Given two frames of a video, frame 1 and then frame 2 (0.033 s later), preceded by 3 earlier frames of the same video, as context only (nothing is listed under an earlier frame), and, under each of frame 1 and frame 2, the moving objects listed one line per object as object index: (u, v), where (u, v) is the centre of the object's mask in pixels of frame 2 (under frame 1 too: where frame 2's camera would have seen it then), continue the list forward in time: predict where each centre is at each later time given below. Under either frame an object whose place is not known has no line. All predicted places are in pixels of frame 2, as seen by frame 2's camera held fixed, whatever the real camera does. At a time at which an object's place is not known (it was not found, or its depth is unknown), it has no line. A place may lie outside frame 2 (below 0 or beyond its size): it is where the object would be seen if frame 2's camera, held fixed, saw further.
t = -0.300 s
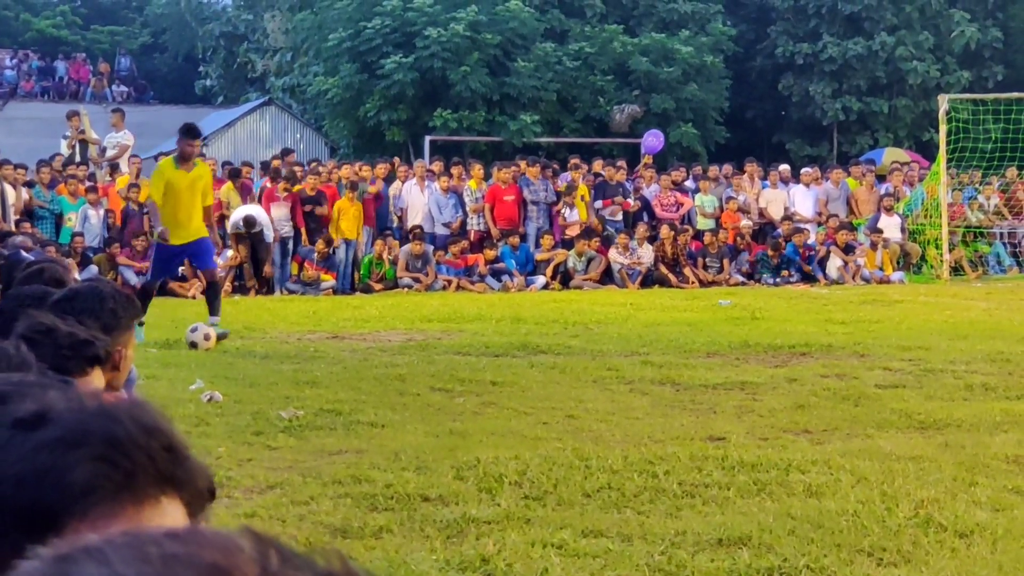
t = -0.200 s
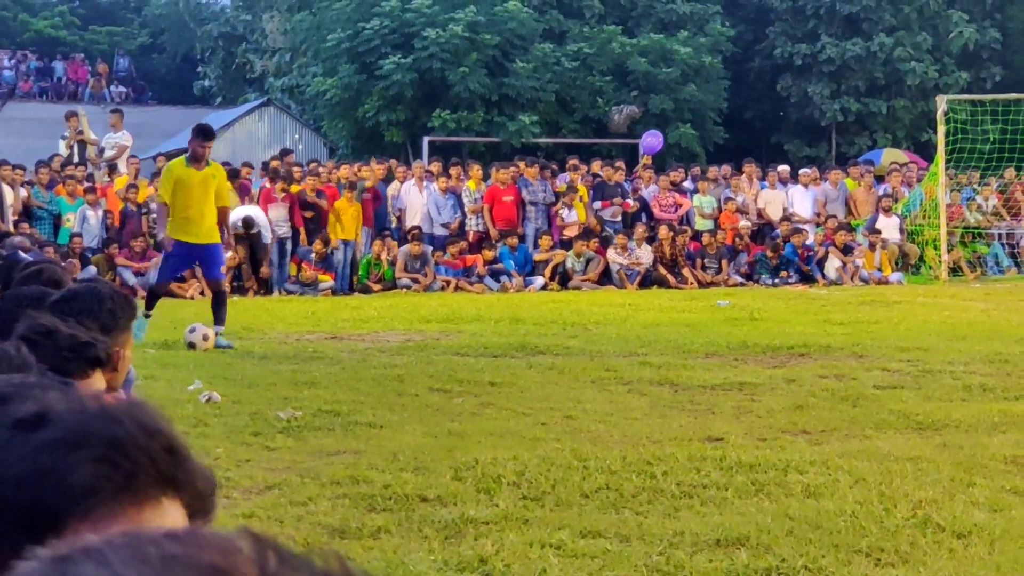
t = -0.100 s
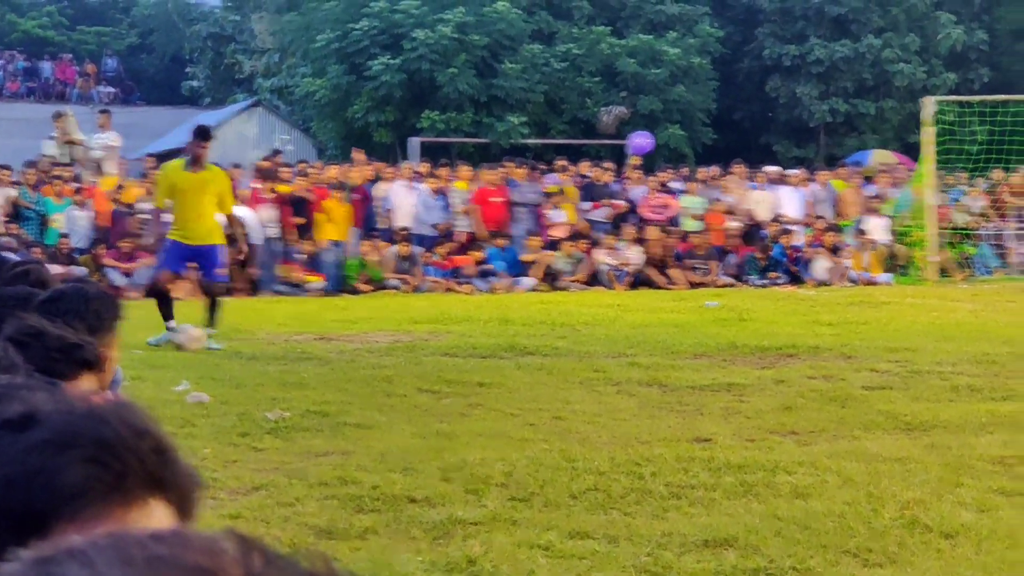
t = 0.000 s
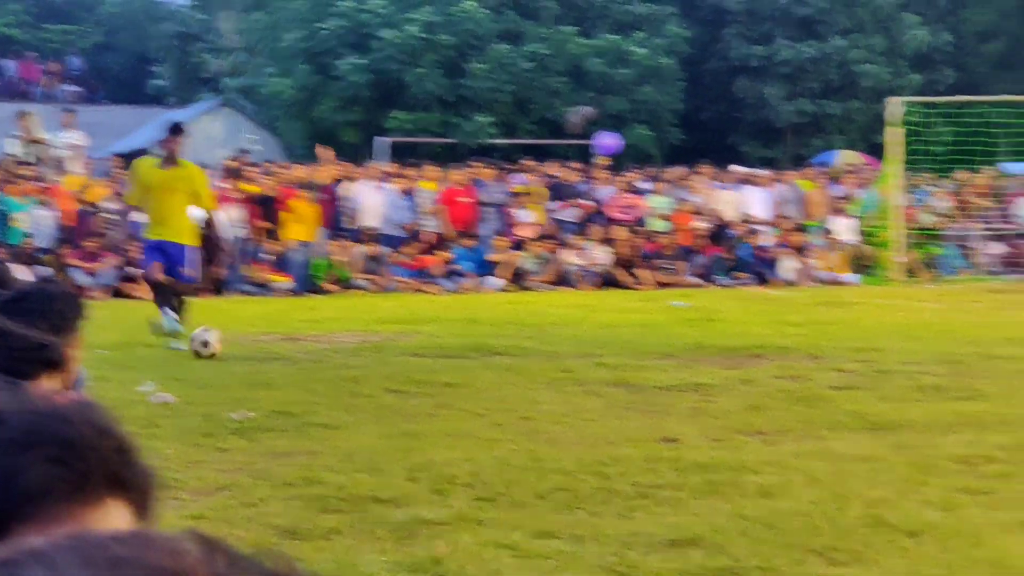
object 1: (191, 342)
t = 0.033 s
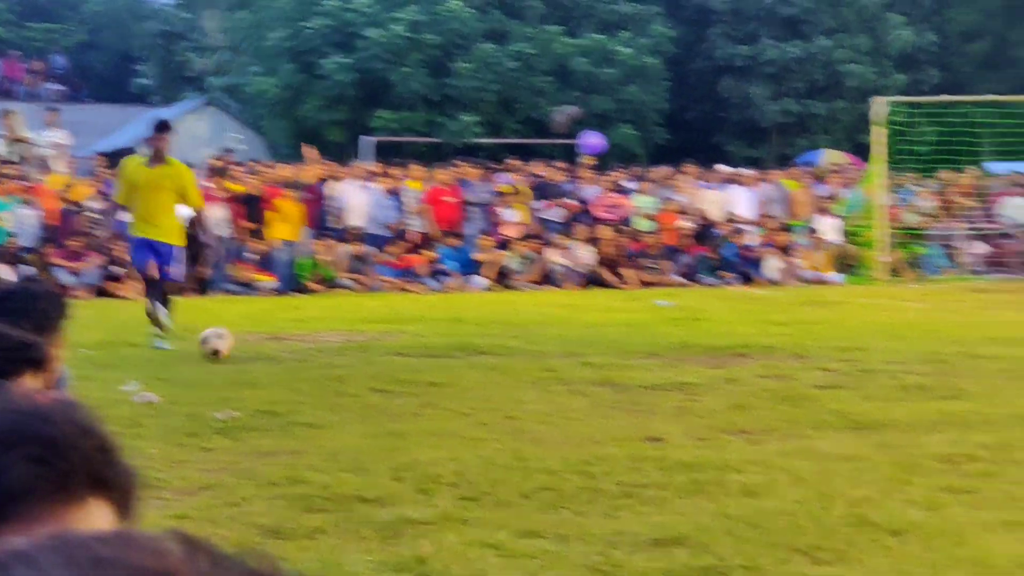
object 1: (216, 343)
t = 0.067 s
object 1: (240, 346)
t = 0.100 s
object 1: (266, 351)
